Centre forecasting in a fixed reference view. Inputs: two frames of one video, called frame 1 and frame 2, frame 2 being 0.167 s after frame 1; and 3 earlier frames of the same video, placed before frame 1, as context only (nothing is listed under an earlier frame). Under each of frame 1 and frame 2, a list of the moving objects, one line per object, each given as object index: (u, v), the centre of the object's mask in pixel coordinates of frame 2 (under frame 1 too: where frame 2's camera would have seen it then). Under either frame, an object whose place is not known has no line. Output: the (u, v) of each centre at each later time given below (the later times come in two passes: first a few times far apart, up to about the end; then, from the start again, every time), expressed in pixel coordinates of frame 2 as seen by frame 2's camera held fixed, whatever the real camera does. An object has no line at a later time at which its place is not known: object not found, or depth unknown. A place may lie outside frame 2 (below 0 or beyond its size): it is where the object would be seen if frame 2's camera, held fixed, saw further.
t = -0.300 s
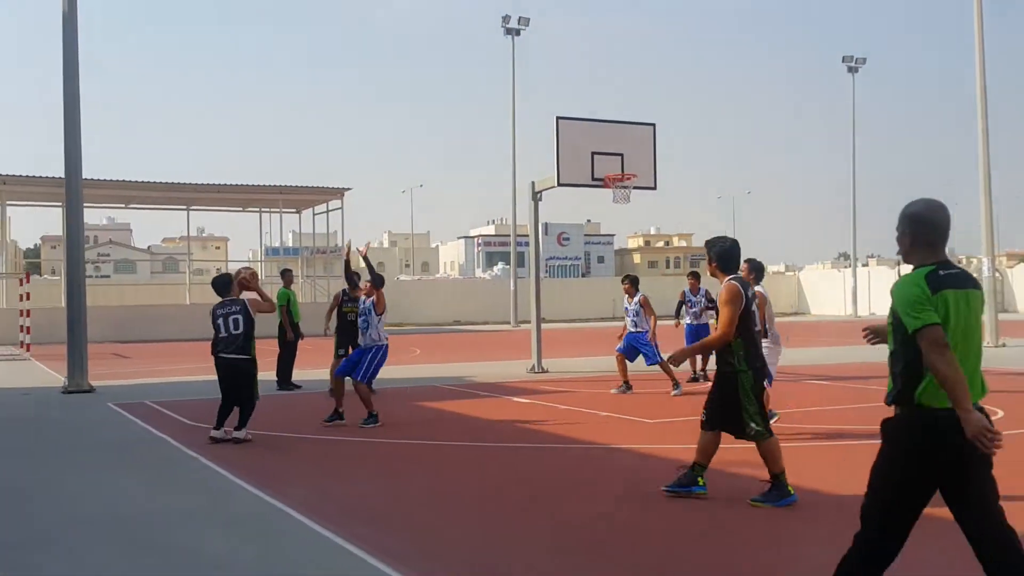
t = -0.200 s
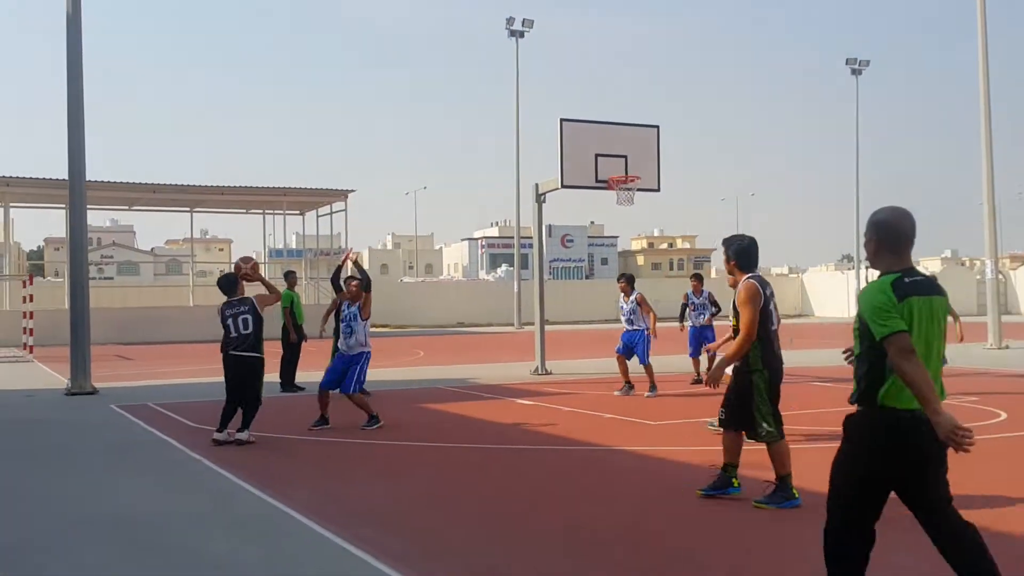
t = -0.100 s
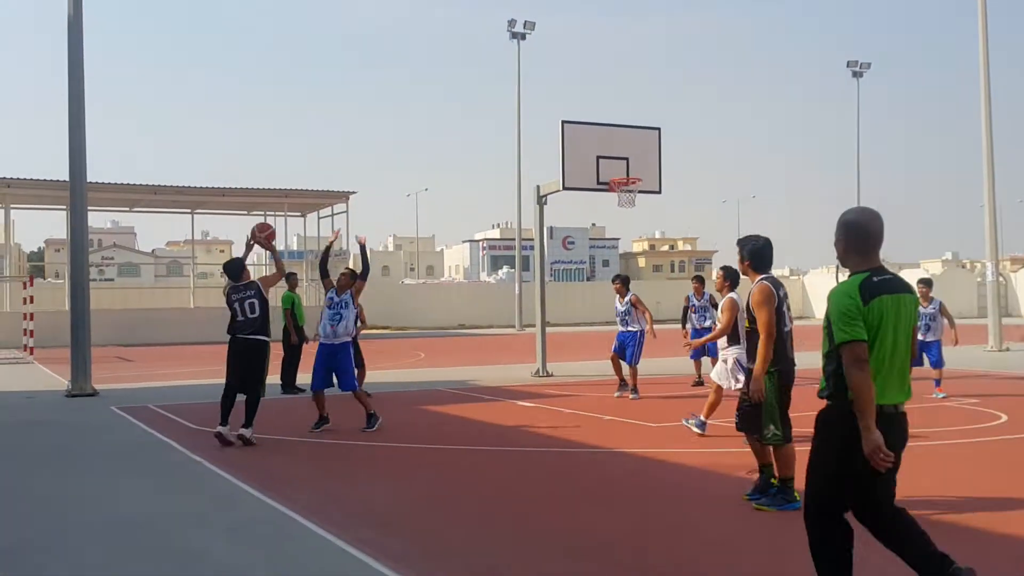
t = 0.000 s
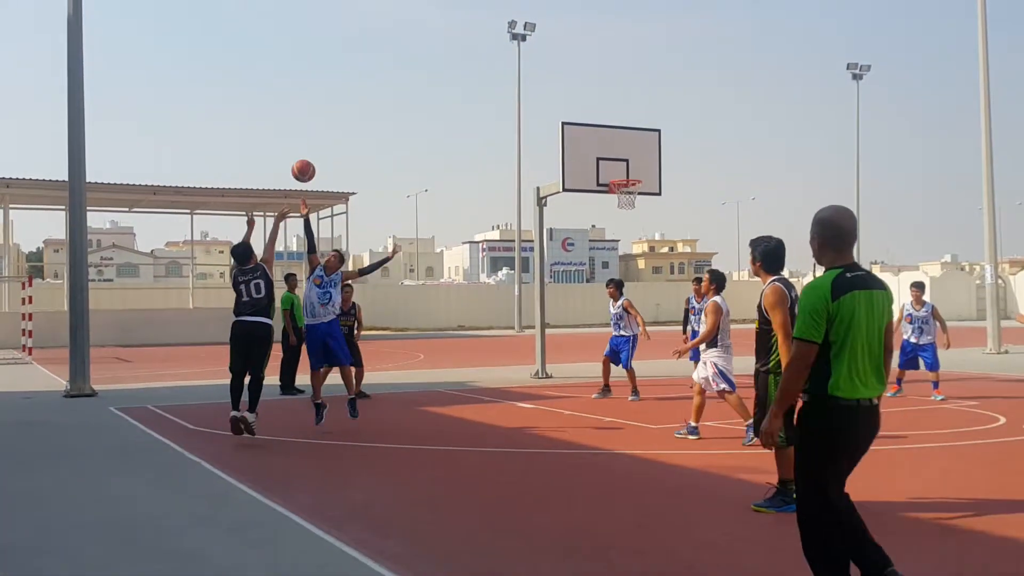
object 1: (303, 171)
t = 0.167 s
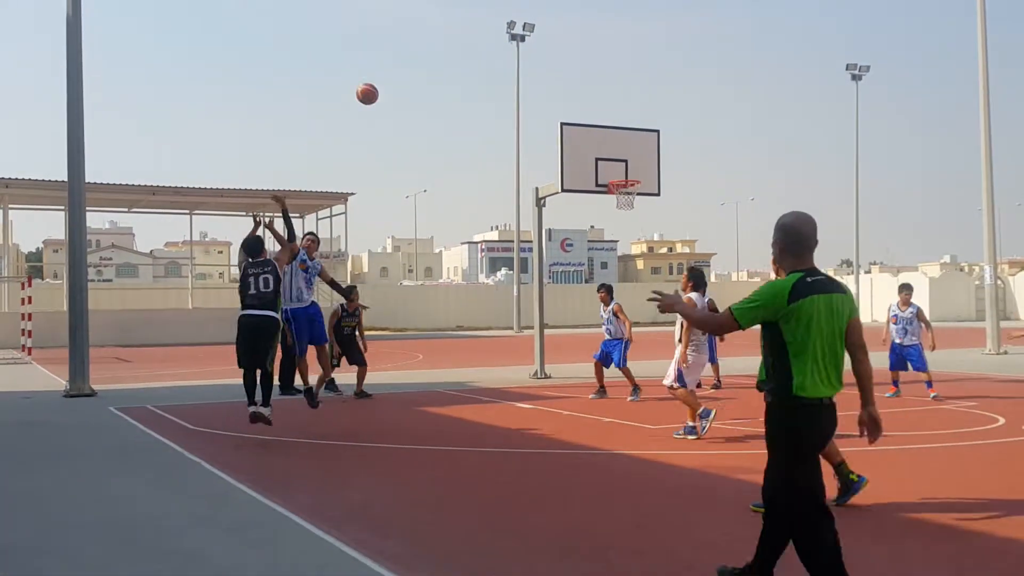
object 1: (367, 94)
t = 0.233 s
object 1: (391, 72)
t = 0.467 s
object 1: (466, 31)
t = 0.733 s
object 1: (540, 41)
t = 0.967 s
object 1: (594, 92)
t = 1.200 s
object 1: (642, 171)
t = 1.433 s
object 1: (705, 196)
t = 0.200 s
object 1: (379, 82)
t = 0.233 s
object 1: (391, 72)
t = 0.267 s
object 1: (402, 63)
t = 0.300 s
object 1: (413, 55)
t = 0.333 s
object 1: (425, 48)
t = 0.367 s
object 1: (436, 43)
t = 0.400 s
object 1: (446, 38)
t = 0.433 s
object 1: (457, 35)
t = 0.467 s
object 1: (466, 31)
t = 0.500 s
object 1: (476, 29)
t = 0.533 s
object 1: (486, 29)
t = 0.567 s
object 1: (496, 29)
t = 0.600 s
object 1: (504, 30)
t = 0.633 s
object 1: (513, 31)
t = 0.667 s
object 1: (522, 34)
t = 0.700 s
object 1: (531, 37)
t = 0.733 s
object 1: (540, 41)
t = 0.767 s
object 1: (548, 47)
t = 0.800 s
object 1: (556, 53)
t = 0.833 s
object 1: (564, 59)
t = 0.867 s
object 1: (572, 66)
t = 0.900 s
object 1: (580, 75)
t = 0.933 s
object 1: (587, 83)
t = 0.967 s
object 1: (594, 92)
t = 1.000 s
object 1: (601, 101)
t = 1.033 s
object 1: (608, 111)
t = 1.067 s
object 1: (615, 122)
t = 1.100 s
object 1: (622, 133)
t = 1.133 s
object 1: (629, 145)
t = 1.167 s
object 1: (635, 157)
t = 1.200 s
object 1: (642, 171)
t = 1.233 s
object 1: (649, 176)
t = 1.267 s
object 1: (658, 178)
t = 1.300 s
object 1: (668, 180)
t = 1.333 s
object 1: (677, 183)
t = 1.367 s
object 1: (687, 187)
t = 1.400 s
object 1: (696, 192)
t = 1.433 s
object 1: (705, 196)
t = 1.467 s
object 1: (715, 203)
